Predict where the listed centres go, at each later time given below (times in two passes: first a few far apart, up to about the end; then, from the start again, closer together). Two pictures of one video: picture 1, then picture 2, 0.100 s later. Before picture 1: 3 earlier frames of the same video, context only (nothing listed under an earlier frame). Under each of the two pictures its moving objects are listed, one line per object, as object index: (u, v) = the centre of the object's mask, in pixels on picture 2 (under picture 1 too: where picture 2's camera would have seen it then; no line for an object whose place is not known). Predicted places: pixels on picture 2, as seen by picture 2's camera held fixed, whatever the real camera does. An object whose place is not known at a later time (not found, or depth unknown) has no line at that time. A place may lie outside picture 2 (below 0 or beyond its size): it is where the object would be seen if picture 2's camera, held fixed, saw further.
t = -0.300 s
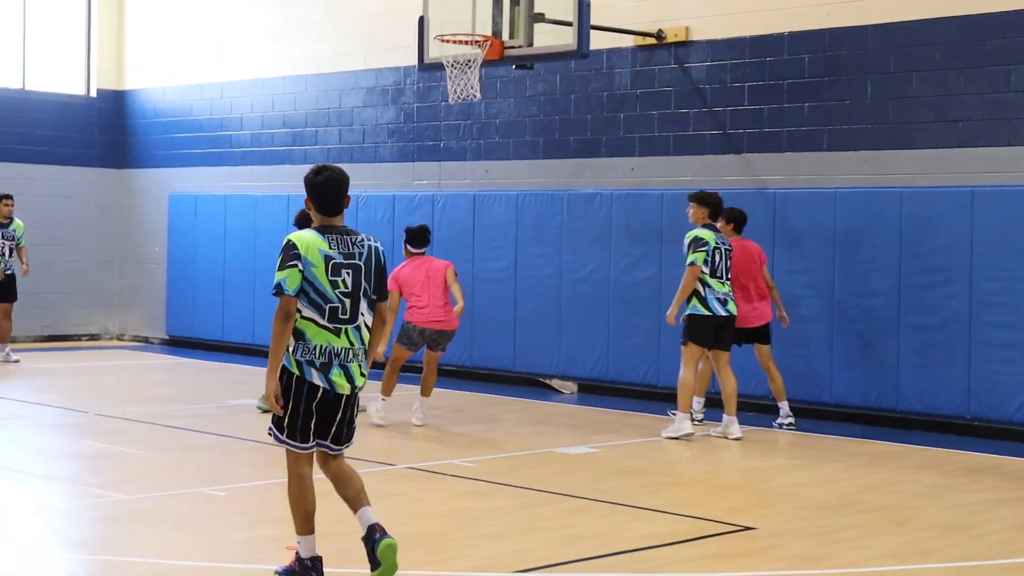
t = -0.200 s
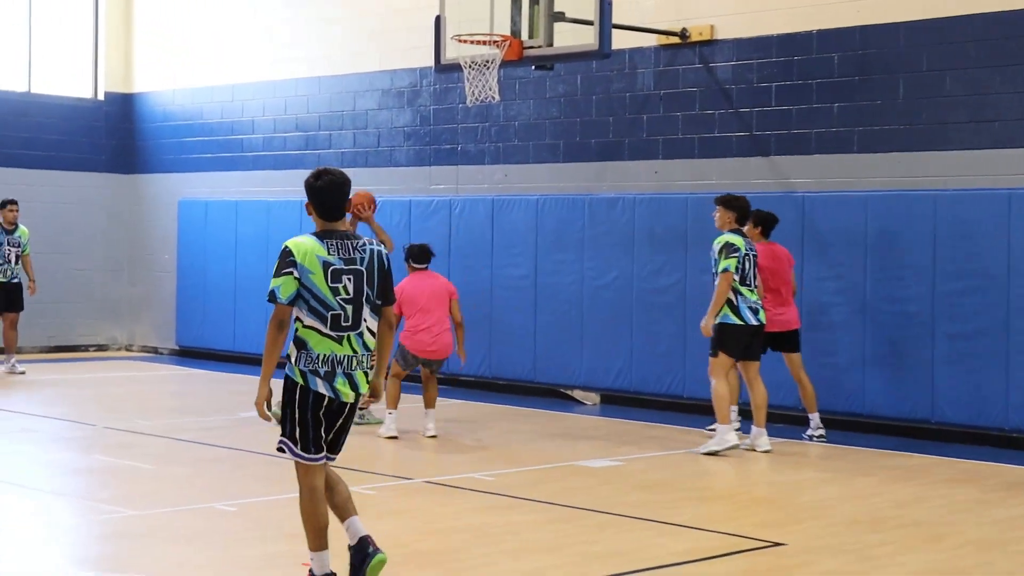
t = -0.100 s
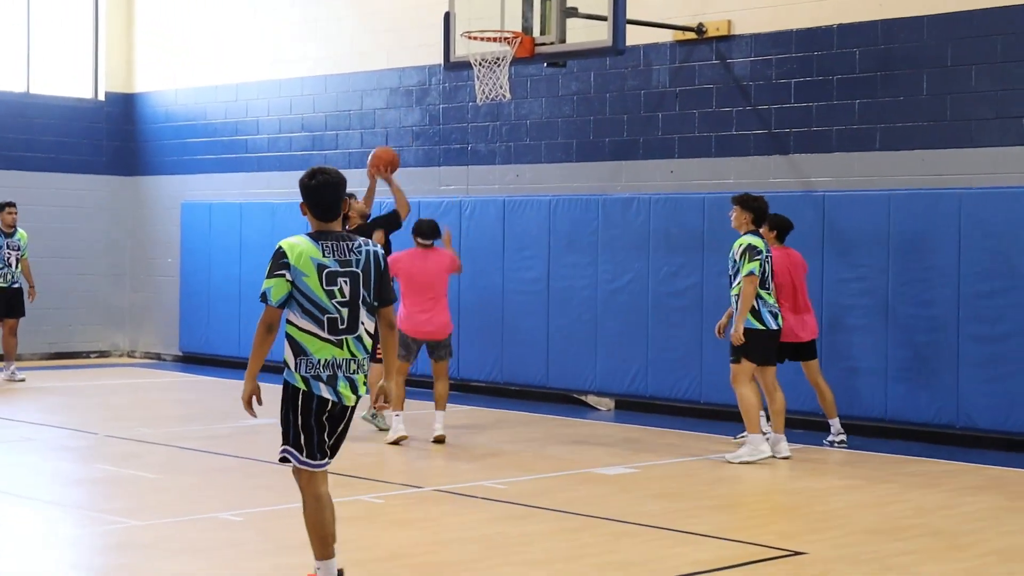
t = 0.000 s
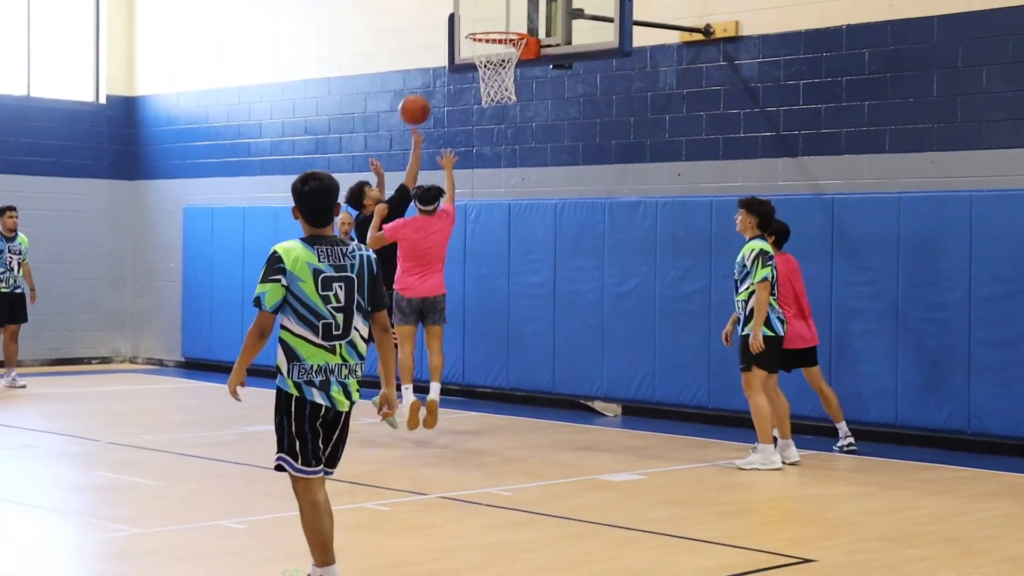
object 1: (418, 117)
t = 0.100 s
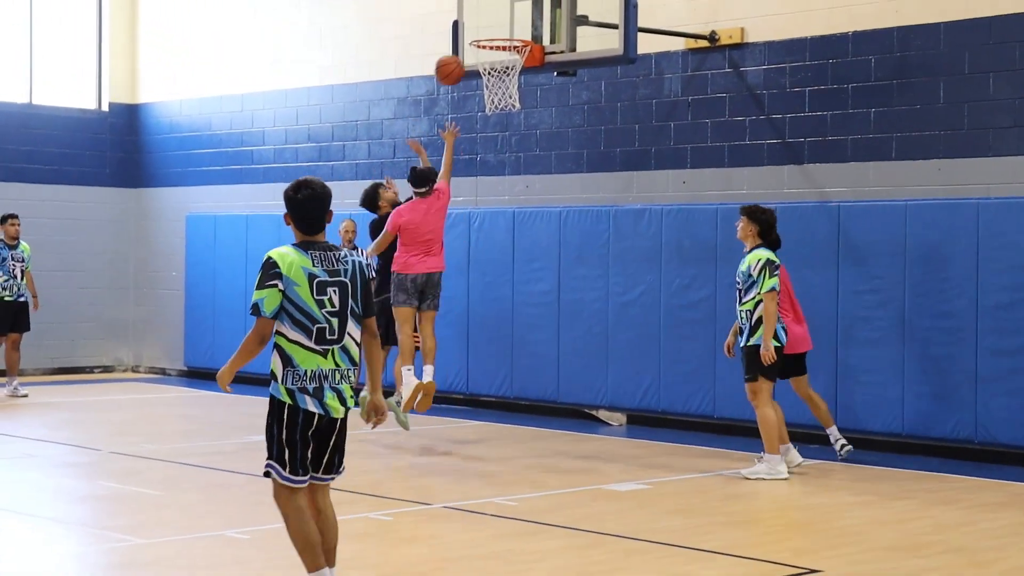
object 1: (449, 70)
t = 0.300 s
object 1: (493, 19)
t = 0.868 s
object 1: (530, 129)
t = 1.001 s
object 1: (542, 193)
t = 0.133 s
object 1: (459, 57)
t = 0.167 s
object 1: (465, 45)
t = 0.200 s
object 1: (479, 31)
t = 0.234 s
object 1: (490, 26)
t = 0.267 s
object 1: (494, 21)
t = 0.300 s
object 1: (493, 19)
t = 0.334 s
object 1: (492, 18)
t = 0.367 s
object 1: (491, 18)
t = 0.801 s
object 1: (523, 105)
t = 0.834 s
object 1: (526, 116)
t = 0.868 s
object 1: (530, 129)
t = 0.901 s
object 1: (533, 143)
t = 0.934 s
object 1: (536, 158)
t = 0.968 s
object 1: (539, 175)
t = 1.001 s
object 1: (542, 193)
